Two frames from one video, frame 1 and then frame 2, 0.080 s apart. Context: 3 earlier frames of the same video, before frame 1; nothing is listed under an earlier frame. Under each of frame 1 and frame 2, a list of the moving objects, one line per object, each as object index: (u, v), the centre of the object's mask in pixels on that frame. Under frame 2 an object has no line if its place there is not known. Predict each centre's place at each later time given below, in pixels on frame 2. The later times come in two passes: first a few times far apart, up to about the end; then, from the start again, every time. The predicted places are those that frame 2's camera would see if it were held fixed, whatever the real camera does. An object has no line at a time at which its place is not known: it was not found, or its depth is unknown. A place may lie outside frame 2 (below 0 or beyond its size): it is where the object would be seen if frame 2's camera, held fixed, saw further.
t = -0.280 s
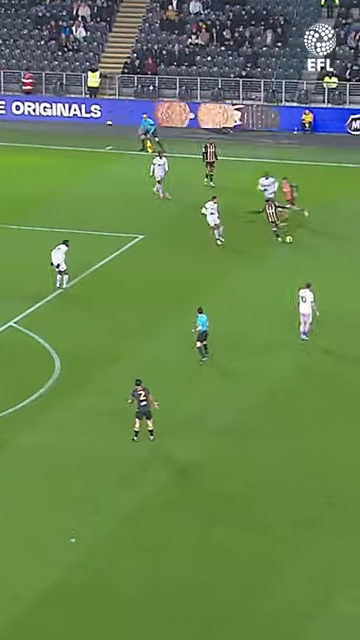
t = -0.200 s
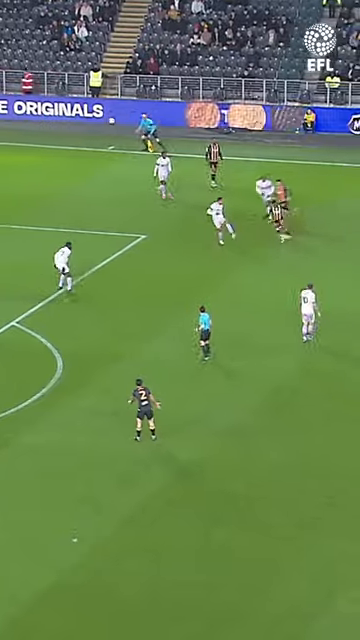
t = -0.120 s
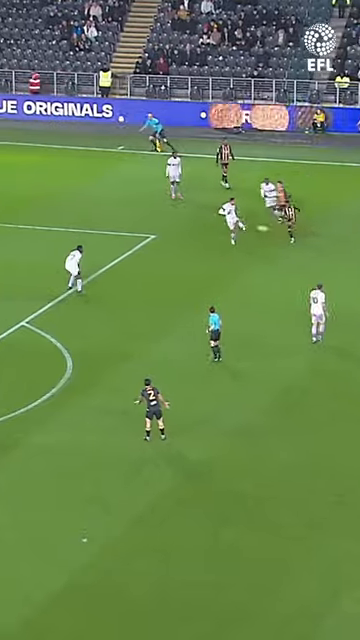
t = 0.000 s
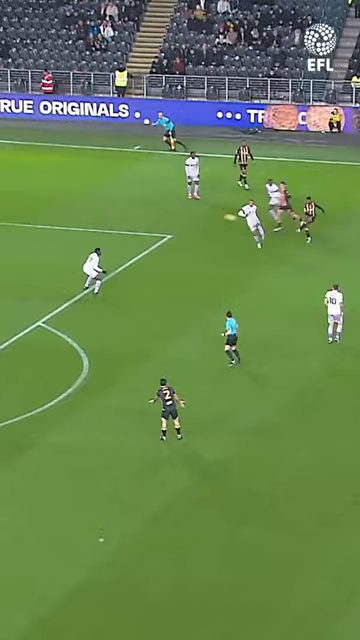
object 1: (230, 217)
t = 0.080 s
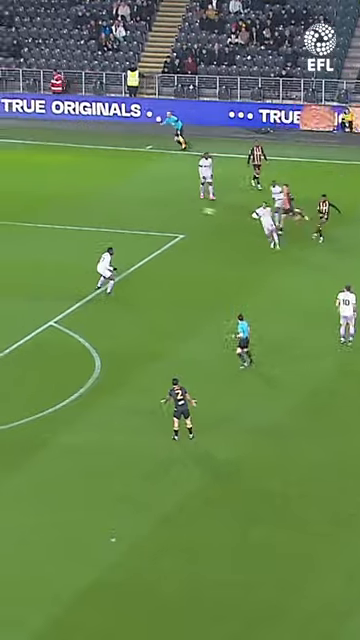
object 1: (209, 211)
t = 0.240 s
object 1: (142, 201)
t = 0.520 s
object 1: (17, 198)
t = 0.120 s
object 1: (192, 208)
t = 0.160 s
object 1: (175, 205)
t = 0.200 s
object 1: (158, 203)
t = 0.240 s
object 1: (142, 201)
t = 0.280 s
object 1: (124, 199)
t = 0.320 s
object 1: (106, 198)
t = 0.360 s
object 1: (88, 198)
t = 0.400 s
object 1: (71, 197)
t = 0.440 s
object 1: (53, 198)
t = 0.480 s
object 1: (35, 198)
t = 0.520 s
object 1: (17, 198)
